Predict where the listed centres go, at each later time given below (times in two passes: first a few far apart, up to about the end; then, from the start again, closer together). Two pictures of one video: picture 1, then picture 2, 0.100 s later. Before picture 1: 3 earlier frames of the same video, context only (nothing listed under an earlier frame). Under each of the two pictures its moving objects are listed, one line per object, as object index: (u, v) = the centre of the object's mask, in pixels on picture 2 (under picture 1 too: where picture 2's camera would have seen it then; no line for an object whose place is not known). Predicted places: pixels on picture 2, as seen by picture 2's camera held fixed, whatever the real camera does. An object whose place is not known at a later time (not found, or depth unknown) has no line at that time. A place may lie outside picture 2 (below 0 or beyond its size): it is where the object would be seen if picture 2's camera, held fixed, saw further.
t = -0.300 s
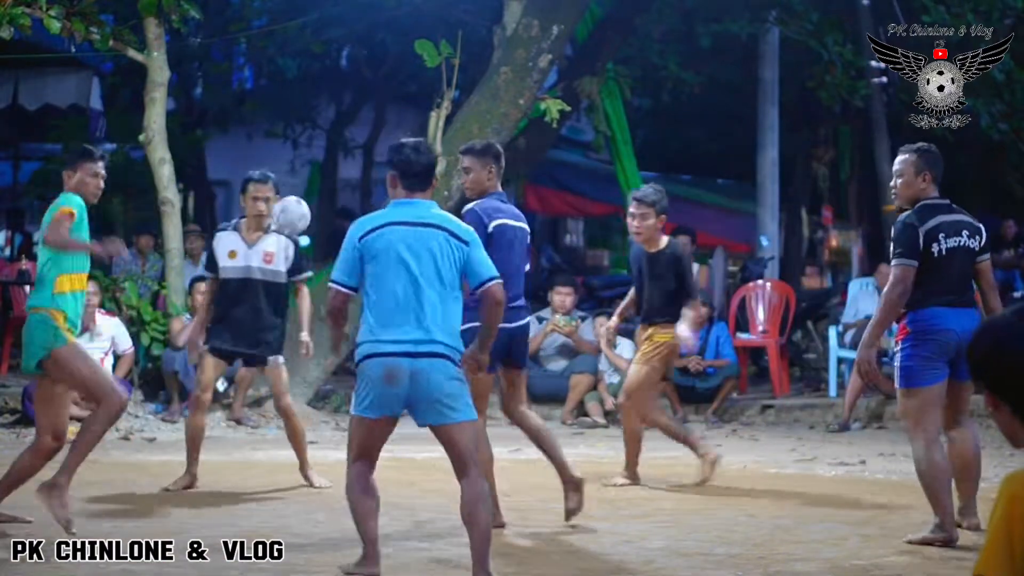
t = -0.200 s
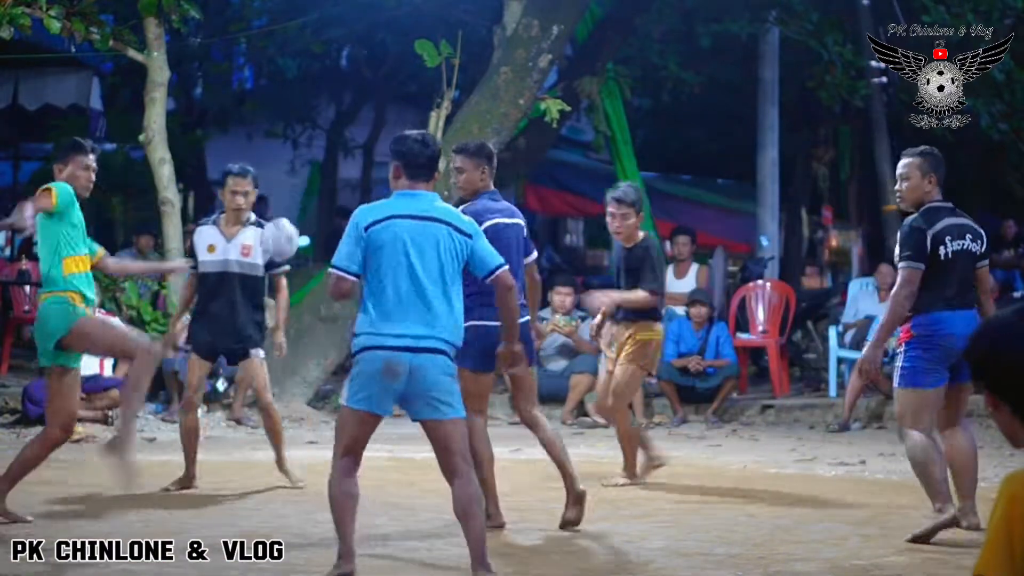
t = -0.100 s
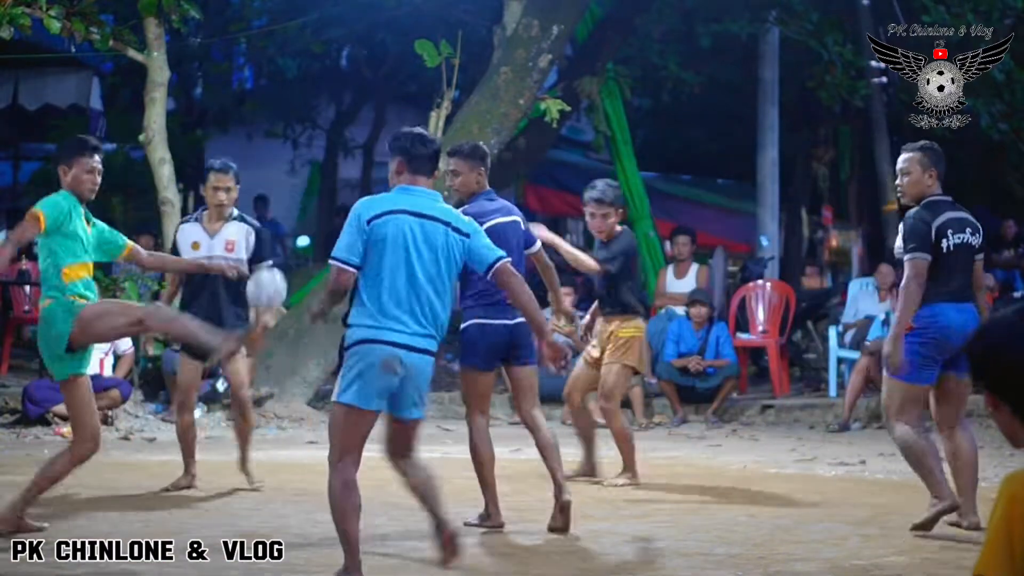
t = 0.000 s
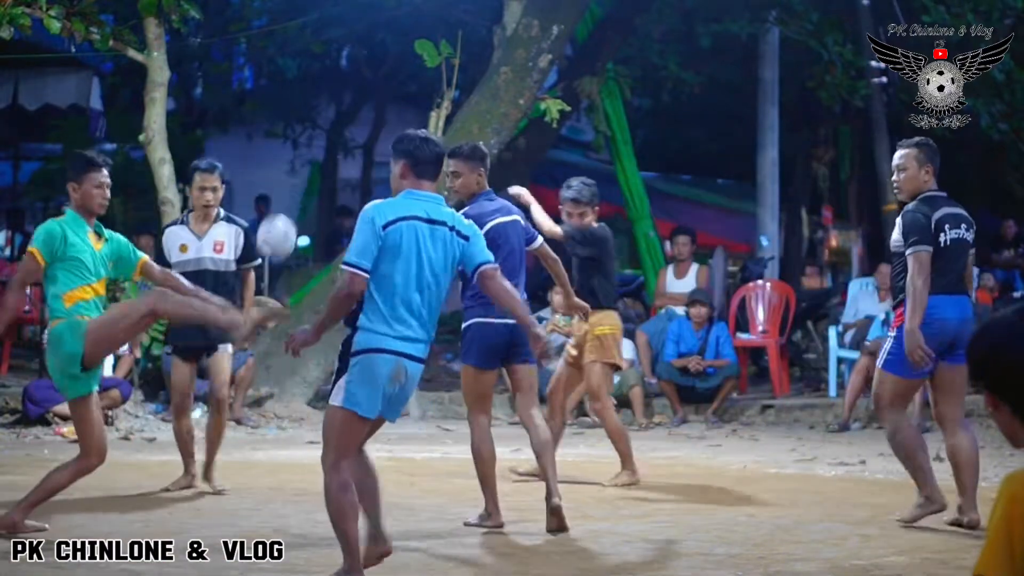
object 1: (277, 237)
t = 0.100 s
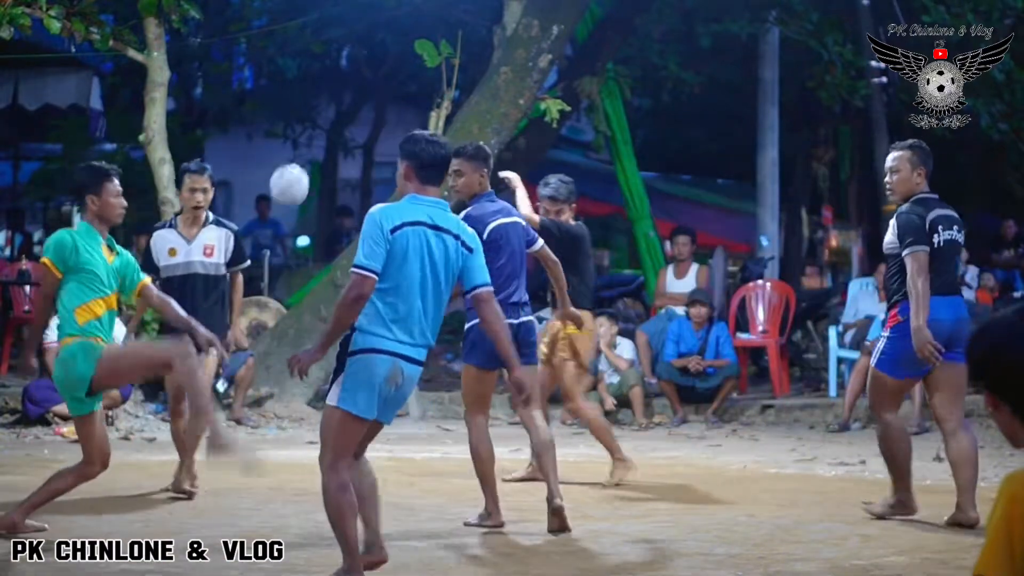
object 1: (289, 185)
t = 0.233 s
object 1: (305, 156)
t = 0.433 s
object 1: (325, 192)
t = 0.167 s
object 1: (297, 165)
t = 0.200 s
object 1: (301, 159)
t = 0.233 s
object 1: (305, 156)
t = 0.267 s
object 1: (308, 156)
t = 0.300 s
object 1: (312, 158)
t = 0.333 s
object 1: (315, 162)
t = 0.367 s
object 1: (318, 170)
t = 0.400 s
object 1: (321, 179)
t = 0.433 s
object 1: (325, 192)
